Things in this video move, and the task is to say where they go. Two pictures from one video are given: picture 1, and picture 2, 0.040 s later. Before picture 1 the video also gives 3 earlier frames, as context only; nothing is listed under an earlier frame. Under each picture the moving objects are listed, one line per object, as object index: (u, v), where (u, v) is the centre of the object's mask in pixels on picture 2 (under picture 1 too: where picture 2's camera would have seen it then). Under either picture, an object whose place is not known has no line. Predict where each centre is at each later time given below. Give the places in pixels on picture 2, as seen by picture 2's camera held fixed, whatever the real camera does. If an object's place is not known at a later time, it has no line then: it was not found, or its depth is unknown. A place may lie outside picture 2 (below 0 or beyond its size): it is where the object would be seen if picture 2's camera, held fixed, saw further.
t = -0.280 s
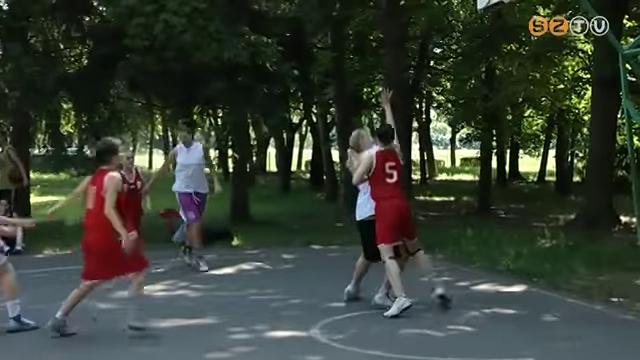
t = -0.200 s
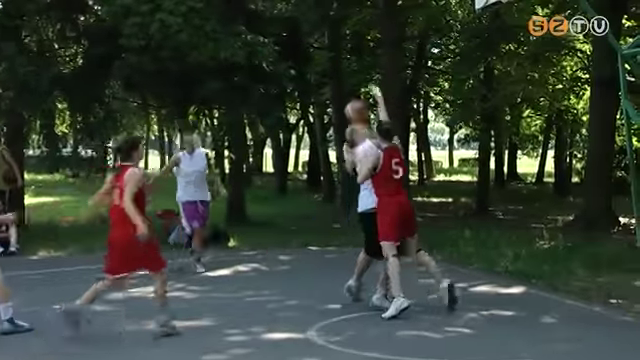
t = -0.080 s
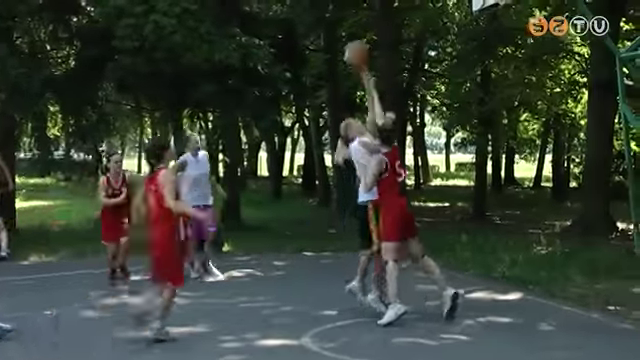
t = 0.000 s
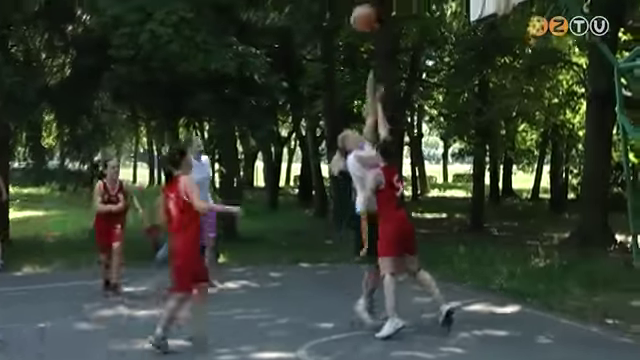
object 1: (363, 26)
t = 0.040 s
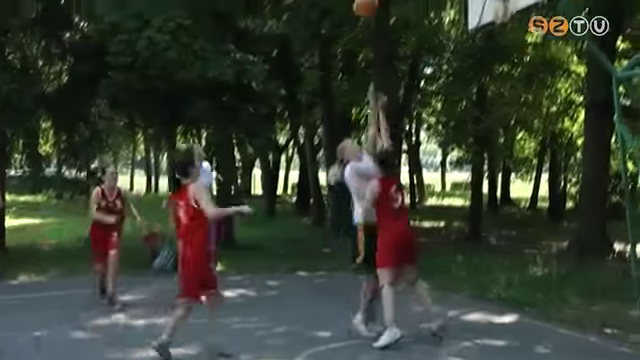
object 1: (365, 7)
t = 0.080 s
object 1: (371, -7)
